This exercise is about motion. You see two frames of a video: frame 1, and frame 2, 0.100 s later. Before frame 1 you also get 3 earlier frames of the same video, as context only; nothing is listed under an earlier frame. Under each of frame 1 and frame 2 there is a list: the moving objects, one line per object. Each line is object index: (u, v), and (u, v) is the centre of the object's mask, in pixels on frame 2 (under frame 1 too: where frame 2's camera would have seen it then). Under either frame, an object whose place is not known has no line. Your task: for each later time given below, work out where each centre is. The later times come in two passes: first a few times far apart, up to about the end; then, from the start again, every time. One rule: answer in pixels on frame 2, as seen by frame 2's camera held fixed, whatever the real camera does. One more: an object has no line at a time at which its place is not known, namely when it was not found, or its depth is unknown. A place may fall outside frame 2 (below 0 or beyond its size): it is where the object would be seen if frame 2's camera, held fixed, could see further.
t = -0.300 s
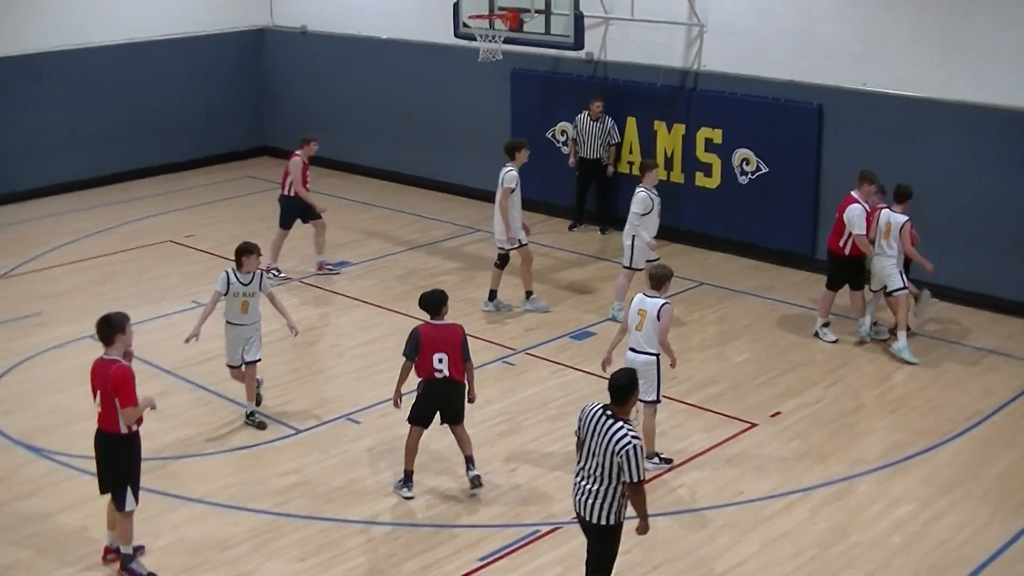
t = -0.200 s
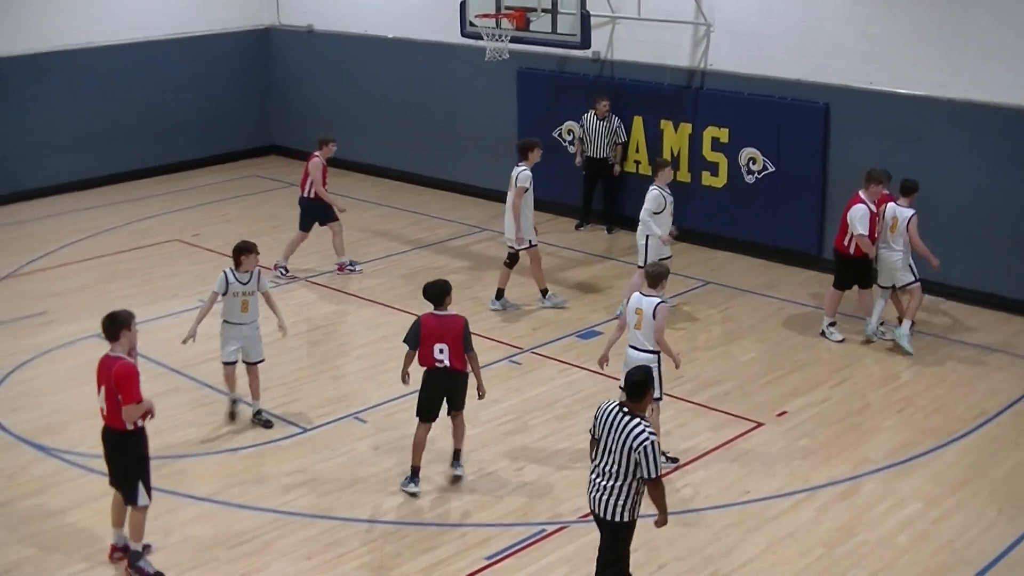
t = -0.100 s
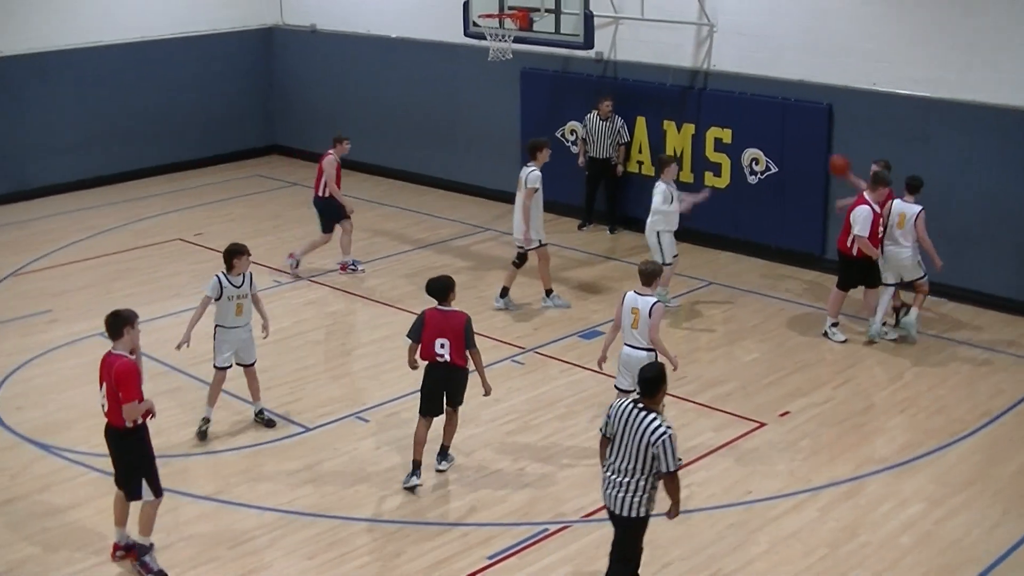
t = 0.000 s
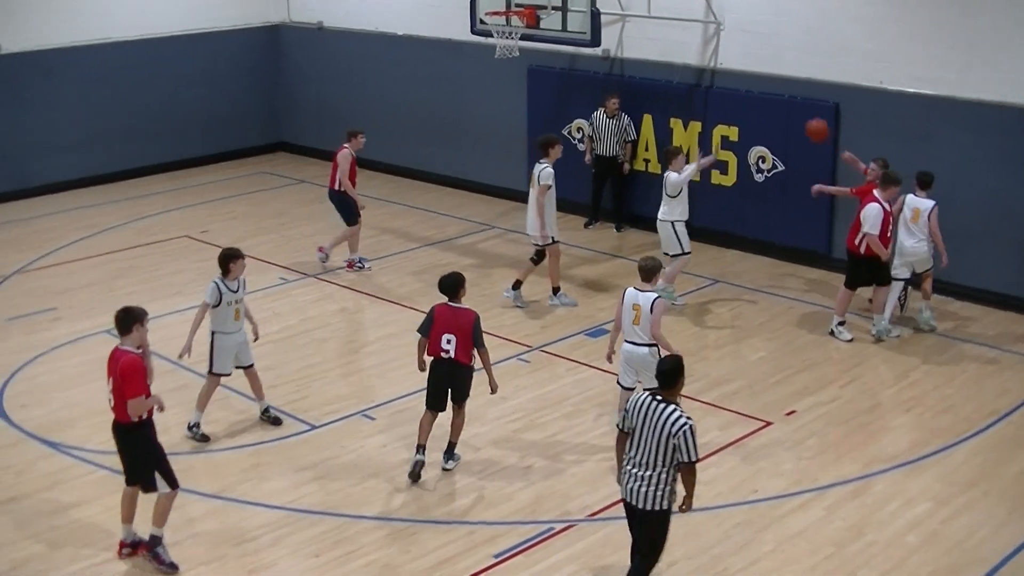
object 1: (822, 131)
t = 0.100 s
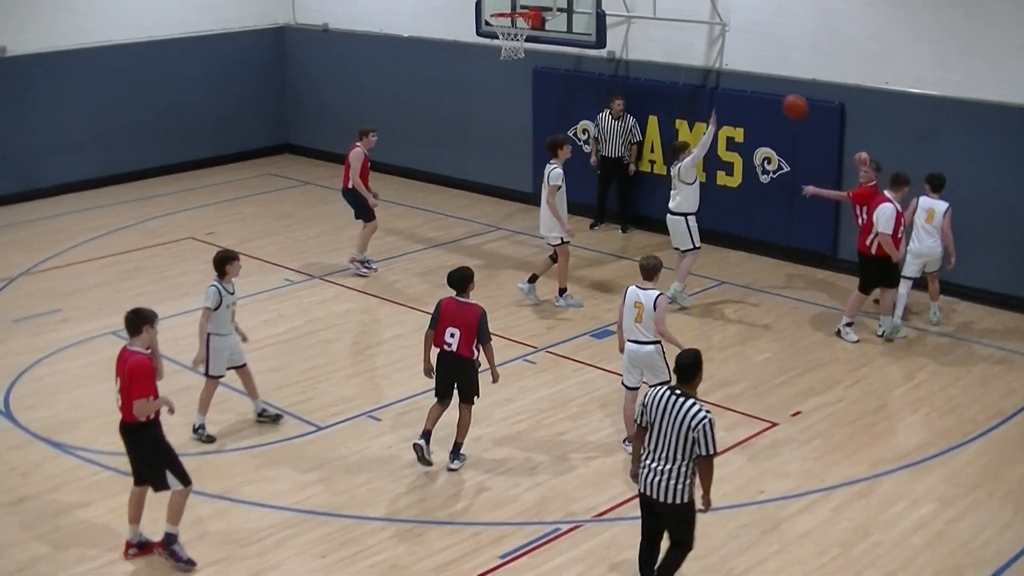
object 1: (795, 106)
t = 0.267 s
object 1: (741, 84)
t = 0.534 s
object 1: (636, 106)
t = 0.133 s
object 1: (784, 99)
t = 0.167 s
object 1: (773, 94)
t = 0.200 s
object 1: (763, 90)
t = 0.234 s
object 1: (752, 86)
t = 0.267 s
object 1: (741, 84)
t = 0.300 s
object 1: (728, 83)
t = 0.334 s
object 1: (715, 82)
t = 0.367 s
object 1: (704, 82)
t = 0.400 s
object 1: (691, 85)
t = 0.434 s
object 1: (677, 88)
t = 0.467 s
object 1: (663, 93)
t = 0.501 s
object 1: (649, 99)
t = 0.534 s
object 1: (636, 106)
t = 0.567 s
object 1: (622, 114)
